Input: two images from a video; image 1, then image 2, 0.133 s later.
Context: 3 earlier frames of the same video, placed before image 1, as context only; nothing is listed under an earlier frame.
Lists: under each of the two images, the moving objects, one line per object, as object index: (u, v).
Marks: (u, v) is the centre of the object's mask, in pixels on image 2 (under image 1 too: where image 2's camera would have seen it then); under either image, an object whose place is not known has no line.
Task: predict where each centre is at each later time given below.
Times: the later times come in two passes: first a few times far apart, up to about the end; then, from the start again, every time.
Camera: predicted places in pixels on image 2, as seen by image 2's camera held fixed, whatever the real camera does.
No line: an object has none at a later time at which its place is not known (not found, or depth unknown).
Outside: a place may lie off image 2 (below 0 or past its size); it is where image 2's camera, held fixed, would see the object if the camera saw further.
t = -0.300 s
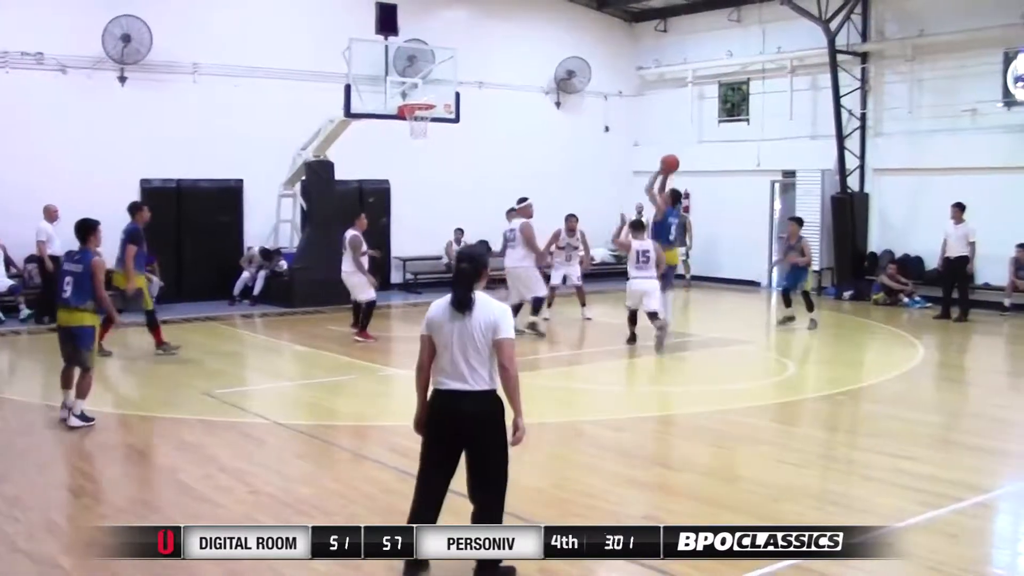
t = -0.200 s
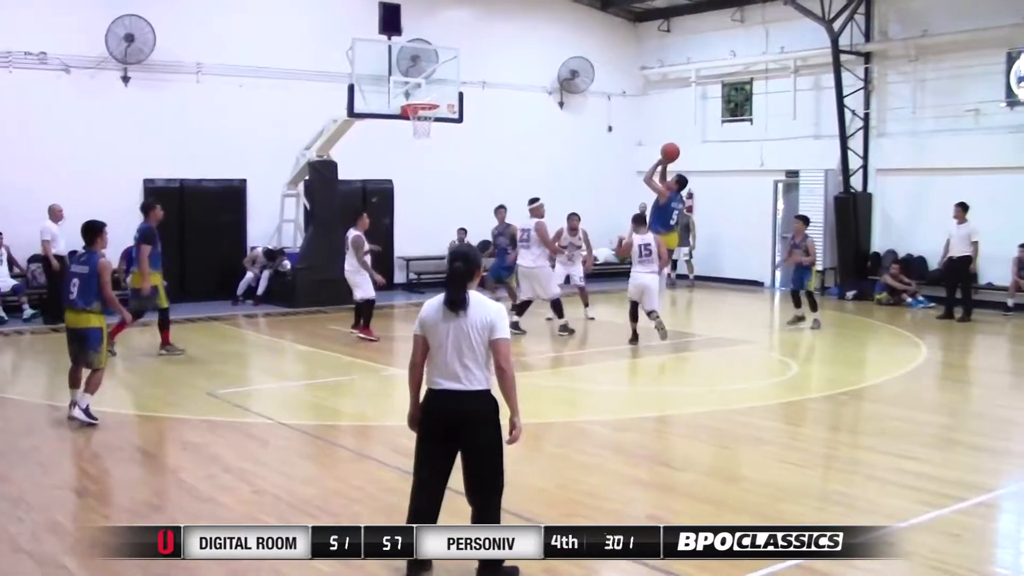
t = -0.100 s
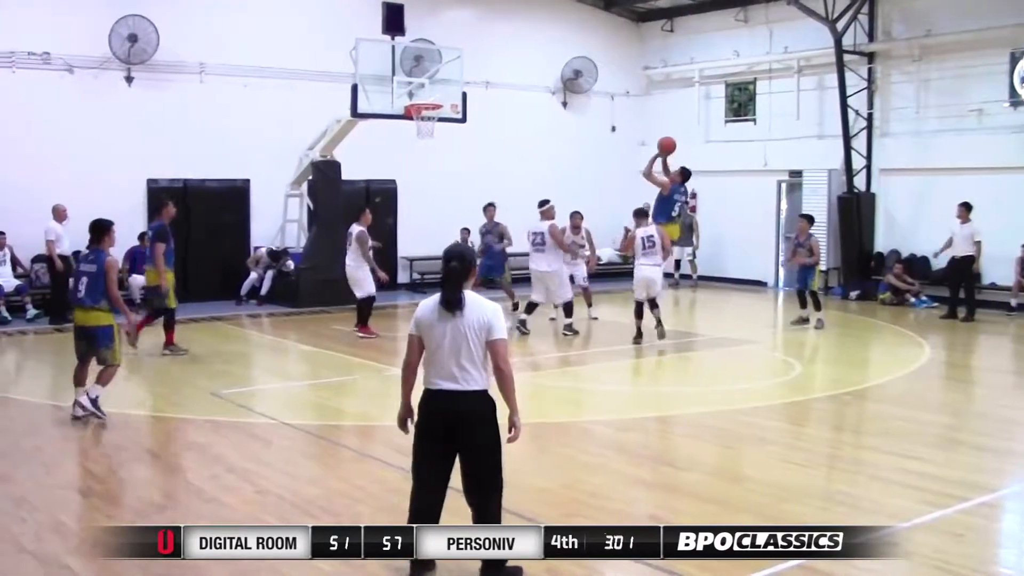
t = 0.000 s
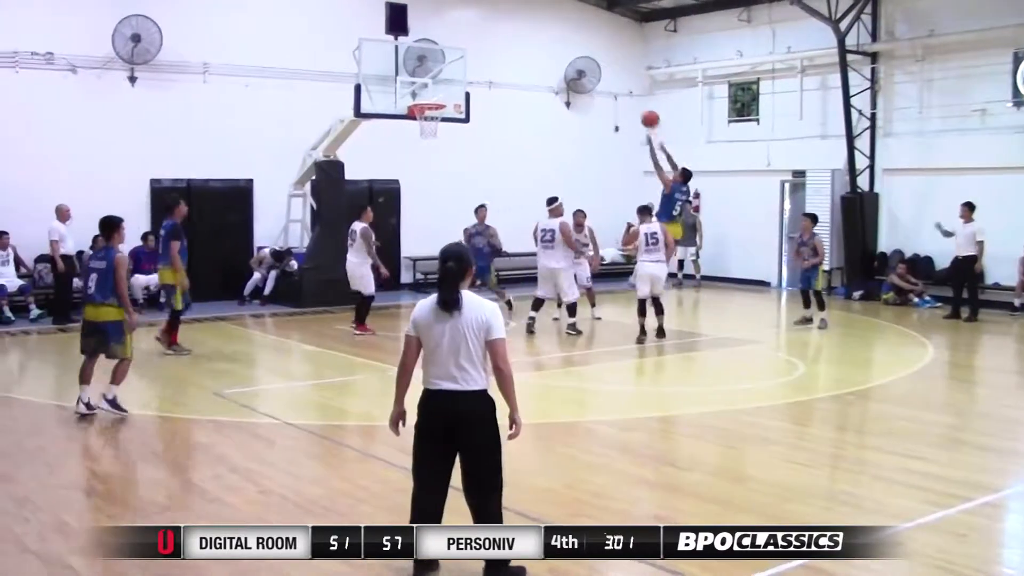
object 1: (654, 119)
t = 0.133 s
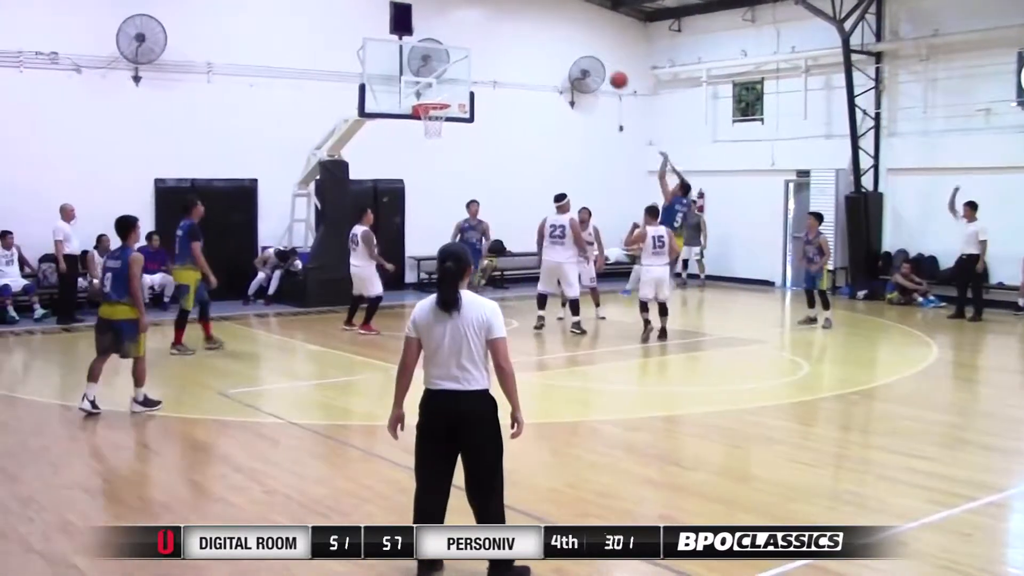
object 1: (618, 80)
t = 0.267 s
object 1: (584, 56)
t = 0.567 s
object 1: (509, 52)
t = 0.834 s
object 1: (450, 95)
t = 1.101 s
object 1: (425, 72)
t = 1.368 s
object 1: (429, 83)
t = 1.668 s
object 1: (434, 98)
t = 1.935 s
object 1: (442, 103)
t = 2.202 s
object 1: (426, 127)
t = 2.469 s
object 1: (429, 159)
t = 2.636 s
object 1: (432, 205)
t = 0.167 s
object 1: (610, 72)
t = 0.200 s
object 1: (601, 66)
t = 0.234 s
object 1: (592, 60)
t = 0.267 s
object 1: (584, 56)
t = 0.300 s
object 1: (575, 52)
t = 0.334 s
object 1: (566, 49)
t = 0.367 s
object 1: (558, 47)
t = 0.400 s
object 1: (549, 46)
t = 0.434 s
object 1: (541, 45)
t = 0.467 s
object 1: (533, 46)
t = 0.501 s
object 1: (525, 47)
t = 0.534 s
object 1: (517, 49)
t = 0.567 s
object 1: (509, 52)
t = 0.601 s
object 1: (501, 55)
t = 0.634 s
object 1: (493, 60)
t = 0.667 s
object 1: (485, 65)
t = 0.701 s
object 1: (478, 71)
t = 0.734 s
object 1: (470, 78)
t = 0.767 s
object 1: (463, 85)
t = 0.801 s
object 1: (455, 93)
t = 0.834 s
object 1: (450, 95)
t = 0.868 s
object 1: (447, 90)
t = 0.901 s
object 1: (444, 85)
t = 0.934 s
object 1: (440, 81)
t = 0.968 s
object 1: (438, 78)
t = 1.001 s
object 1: (435, 76)
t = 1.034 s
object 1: (432, 75)
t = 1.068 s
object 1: (427, 72)
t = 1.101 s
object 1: (425, 72)
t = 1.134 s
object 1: (424, 72)
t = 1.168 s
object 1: (425, 71)
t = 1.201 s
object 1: (425, 71)
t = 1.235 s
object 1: (426, 72)
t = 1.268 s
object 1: (426, 73)
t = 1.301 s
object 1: (427, 76)
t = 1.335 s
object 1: (428, 79)
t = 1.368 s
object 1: (429, 83)
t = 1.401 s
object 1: (430, 88)
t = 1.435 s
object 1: (431, 93)
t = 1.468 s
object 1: (432, 98)
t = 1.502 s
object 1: (433, 98)
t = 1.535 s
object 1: (436, 98)
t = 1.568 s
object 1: (438, 99)
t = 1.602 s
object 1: (439, 101)
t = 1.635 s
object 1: (437, 99)
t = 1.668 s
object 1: (434, 98)
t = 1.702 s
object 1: (431, 97)
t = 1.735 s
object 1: (428, 98)
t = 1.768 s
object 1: (428, 98)
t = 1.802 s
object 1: (430, 98)
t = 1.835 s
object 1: (434, 98)
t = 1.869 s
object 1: (437, 98)
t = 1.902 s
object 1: (440, 99)
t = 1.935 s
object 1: (442, 103)
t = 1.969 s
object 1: (441, 104)
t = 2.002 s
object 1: (439, 105)
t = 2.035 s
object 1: (436, 108)
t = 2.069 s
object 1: (435, 113)
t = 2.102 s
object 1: (432, 117)
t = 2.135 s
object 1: (429, 123)
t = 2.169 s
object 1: (427, 126)
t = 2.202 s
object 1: (426, 127)
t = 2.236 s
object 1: (426, 128)
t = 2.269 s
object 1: (427, 130)
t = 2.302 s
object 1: (427, 134)
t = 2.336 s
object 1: (427, 137)
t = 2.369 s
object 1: (428, 142)
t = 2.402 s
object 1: (428, 146)
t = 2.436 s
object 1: (429, 153)
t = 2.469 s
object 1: (429, 159)
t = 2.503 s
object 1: (430, 167)
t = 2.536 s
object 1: (430, 175)
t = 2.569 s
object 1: (431, 184)
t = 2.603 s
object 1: (431, 194)
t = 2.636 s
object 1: (432, 205)
